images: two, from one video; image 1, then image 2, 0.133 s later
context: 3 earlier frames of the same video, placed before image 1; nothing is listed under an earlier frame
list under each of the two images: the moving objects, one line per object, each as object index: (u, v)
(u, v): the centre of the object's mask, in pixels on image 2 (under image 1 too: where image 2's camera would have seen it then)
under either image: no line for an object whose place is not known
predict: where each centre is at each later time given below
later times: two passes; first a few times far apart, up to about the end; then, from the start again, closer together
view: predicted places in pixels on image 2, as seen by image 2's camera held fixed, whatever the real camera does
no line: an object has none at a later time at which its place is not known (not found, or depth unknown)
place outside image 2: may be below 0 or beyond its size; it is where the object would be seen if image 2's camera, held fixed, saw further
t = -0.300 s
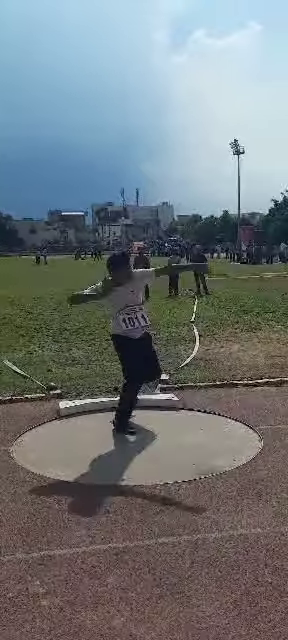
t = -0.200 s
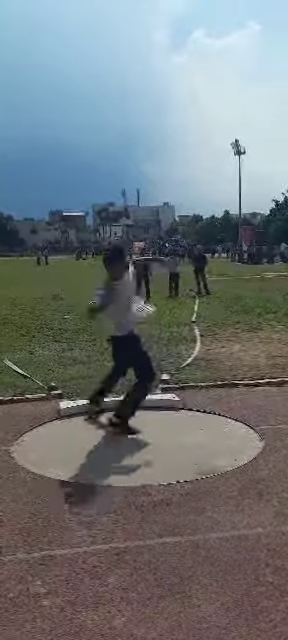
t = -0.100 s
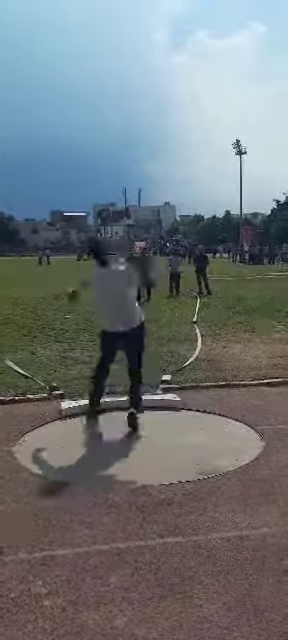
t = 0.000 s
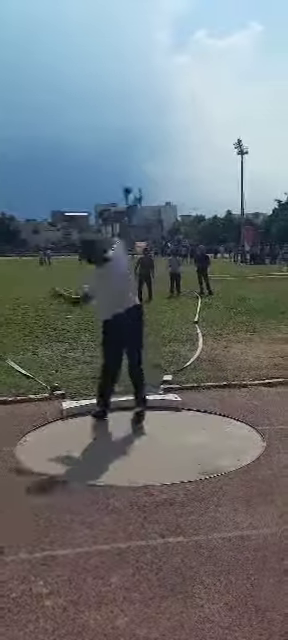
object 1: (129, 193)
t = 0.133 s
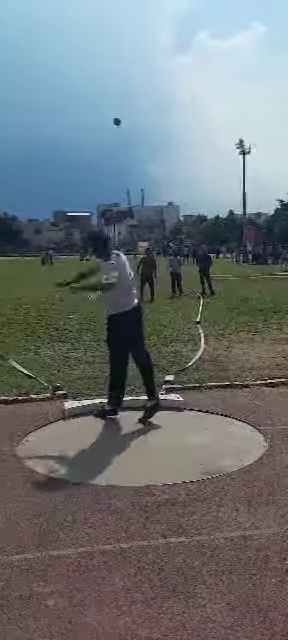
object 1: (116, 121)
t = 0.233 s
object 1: (109, 89)
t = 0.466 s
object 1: (99, 62)
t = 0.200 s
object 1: (111, 99)
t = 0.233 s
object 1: (109, 89)
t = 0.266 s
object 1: (107, 82)
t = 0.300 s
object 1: (106, 76)
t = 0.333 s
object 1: (104, 71)
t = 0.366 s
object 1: (103, 67)
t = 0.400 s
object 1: (101, 65)
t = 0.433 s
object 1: (100, 63)
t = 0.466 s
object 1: (99, 62)
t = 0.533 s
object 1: (97, 62)
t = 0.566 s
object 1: (95, 62)
